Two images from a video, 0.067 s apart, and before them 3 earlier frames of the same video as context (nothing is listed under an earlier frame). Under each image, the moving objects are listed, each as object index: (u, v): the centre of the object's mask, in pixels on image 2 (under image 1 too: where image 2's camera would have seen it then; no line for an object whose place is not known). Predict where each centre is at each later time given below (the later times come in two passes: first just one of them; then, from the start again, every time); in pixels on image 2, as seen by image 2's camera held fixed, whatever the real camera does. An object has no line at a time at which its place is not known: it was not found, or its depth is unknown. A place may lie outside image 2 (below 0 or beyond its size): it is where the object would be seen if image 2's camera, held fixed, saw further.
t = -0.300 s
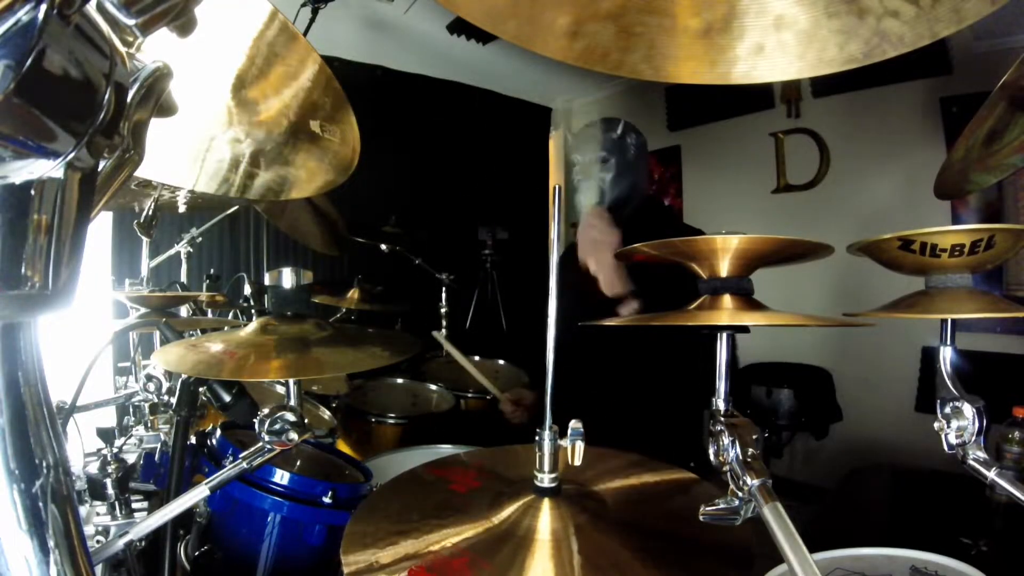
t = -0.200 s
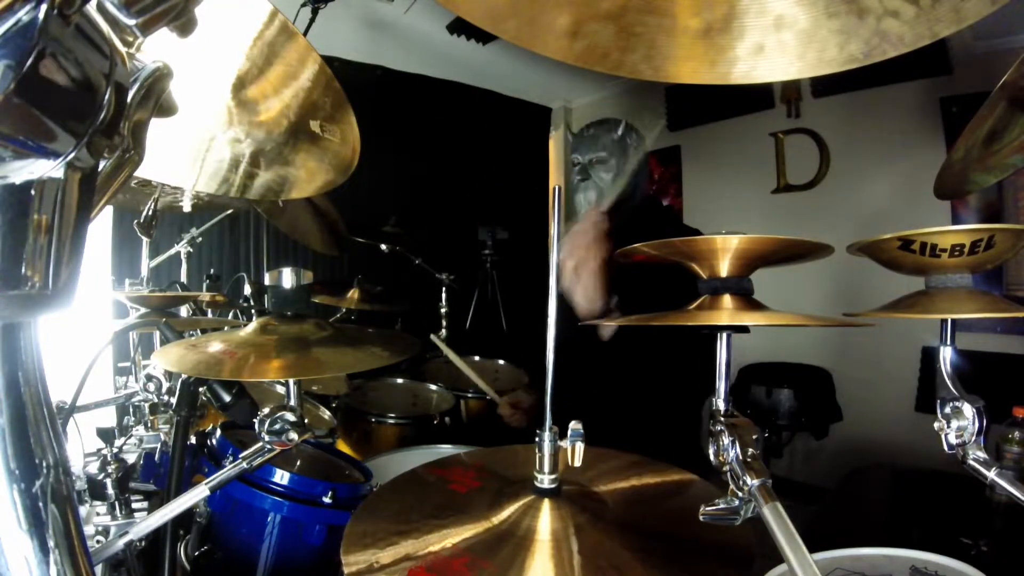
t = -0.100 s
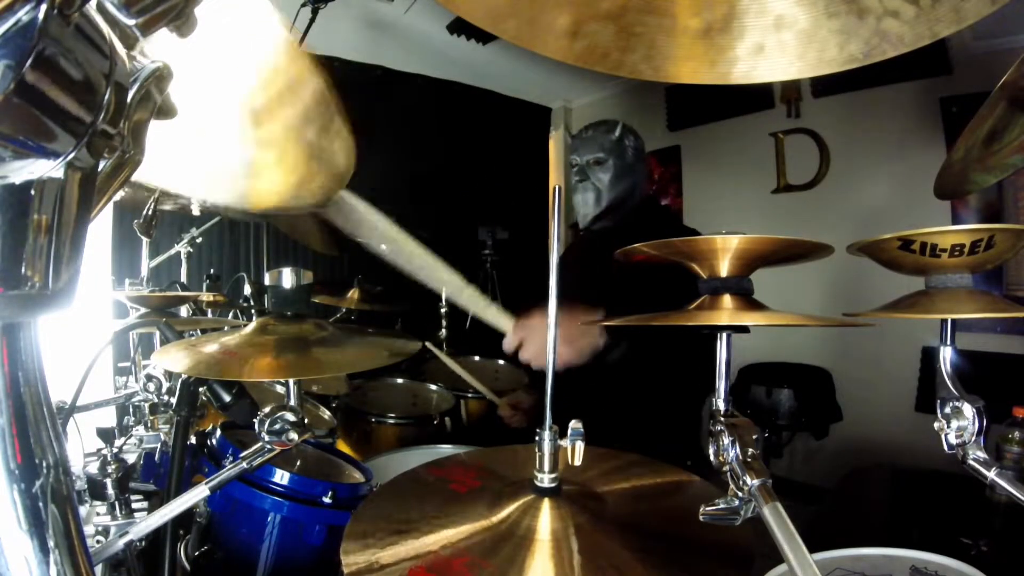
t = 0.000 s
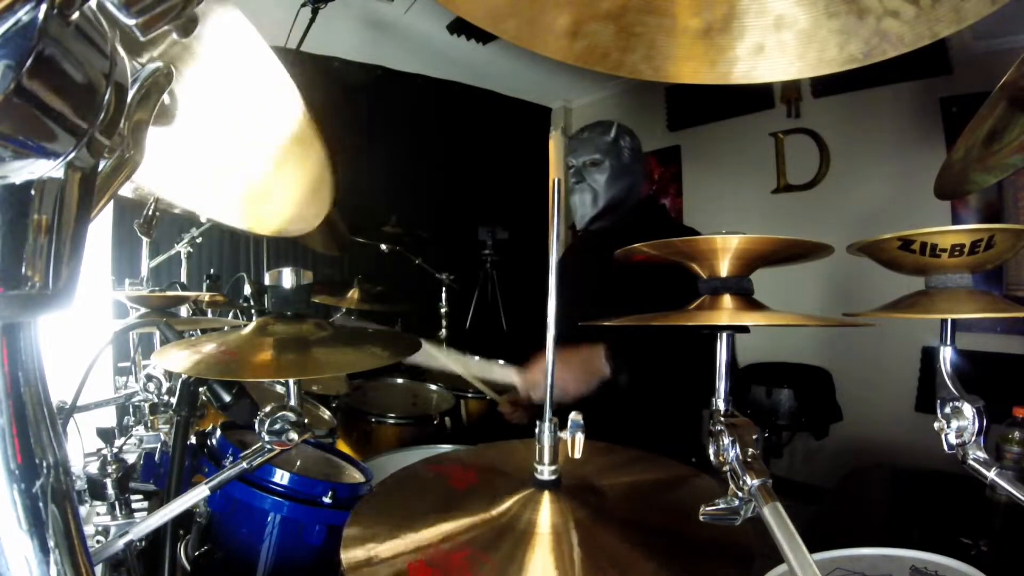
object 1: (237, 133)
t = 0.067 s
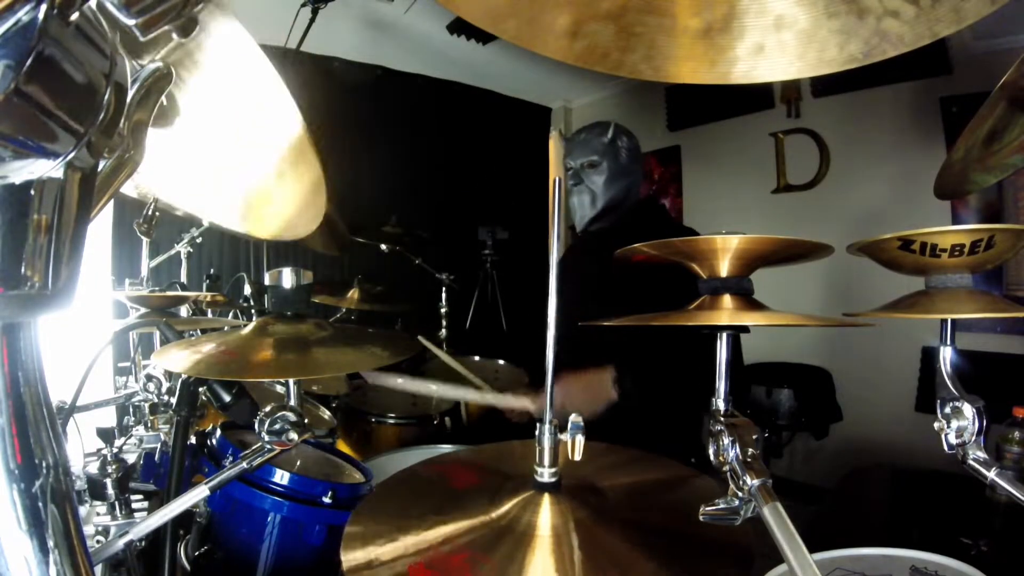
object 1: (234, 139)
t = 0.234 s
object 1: (241, 123)
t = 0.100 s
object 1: (234, 139)
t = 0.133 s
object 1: (235, 137)
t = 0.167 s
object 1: (236, 134)
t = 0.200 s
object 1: (237, 128)
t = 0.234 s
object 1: (241, 123)
